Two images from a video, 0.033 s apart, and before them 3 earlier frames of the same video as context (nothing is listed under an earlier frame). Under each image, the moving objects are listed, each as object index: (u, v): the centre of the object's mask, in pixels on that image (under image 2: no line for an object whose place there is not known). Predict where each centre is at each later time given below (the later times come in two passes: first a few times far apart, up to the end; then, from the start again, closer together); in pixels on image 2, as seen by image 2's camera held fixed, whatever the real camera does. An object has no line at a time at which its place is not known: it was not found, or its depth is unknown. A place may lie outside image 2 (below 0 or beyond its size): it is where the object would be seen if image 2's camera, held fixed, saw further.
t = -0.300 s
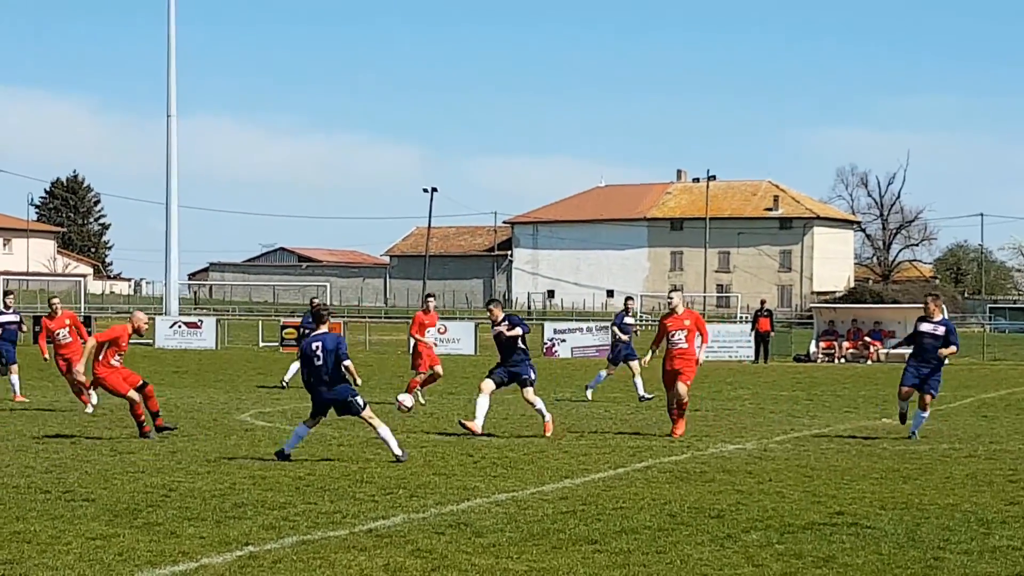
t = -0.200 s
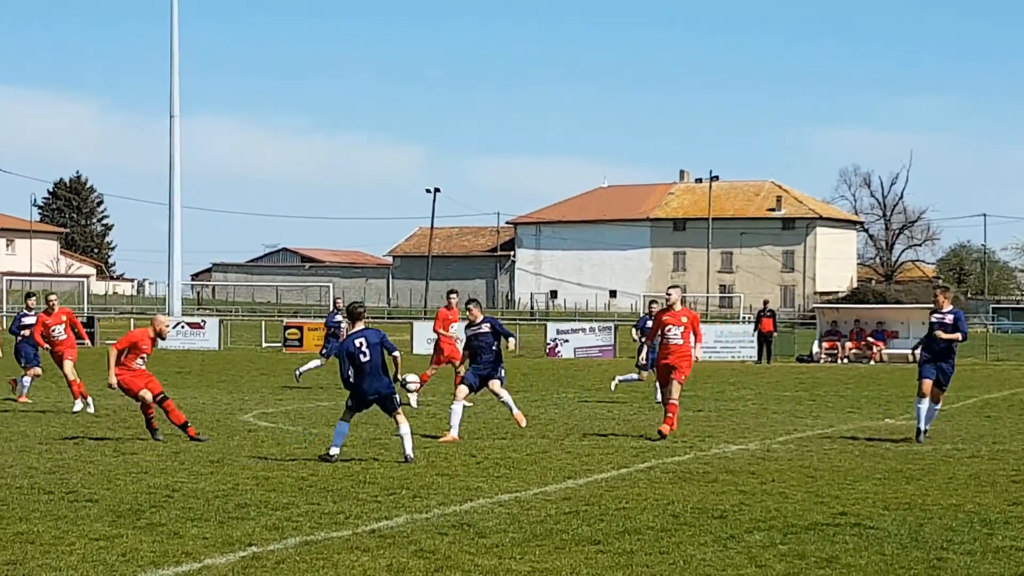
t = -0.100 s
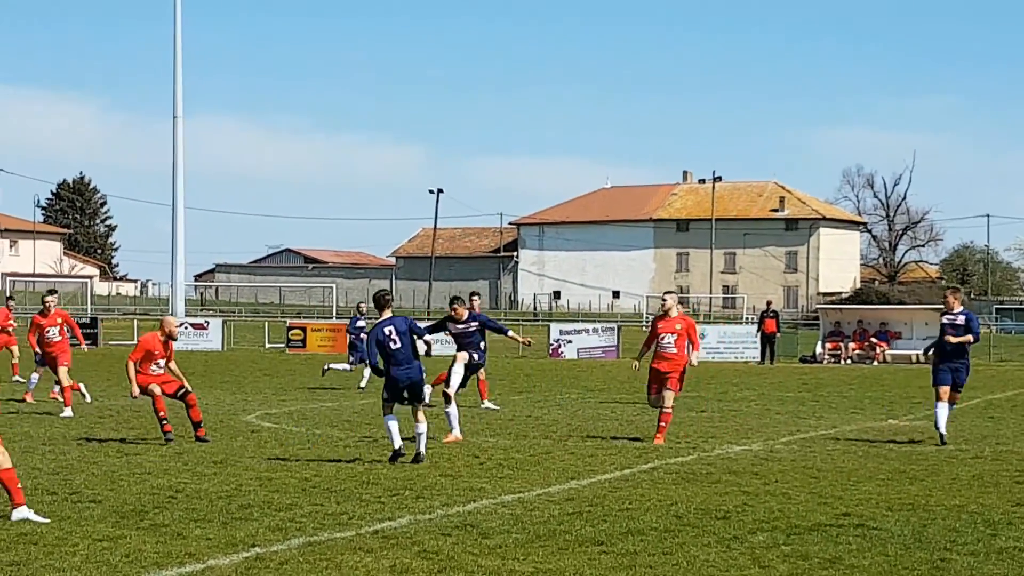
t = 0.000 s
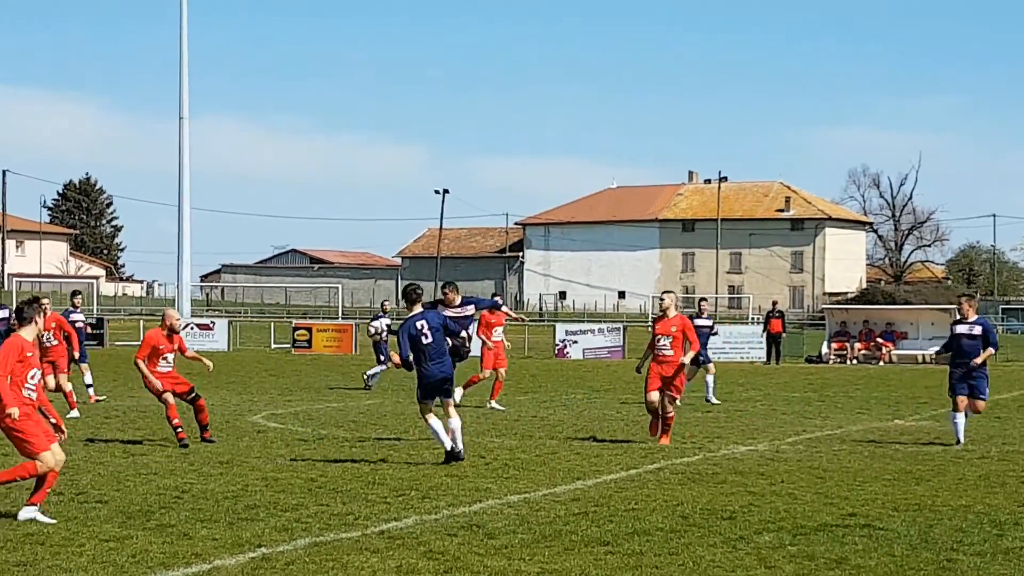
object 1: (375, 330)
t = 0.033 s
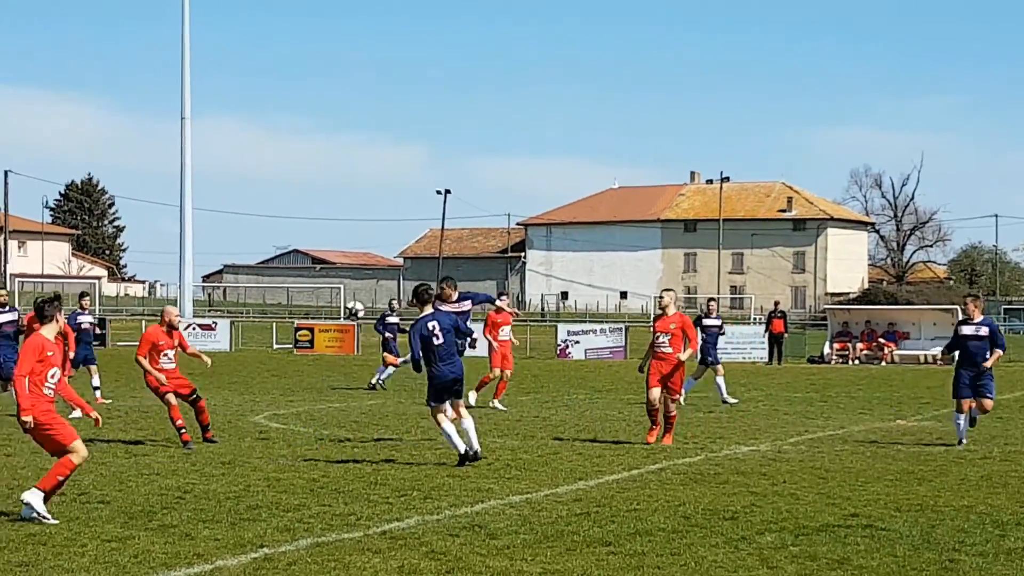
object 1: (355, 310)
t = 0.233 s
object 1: (212, 216)
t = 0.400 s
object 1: (103, 167)
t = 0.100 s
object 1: (306, 275)
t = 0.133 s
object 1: (283, 257)
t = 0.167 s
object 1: (259, 243)
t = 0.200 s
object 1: (235, 229)
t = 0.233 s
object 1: (212, 216)
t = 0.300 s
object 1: (165, 193)
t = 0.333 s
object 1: (144, 184)
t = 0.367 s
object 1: (123, 175)
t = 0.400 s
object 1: (103, 167)
